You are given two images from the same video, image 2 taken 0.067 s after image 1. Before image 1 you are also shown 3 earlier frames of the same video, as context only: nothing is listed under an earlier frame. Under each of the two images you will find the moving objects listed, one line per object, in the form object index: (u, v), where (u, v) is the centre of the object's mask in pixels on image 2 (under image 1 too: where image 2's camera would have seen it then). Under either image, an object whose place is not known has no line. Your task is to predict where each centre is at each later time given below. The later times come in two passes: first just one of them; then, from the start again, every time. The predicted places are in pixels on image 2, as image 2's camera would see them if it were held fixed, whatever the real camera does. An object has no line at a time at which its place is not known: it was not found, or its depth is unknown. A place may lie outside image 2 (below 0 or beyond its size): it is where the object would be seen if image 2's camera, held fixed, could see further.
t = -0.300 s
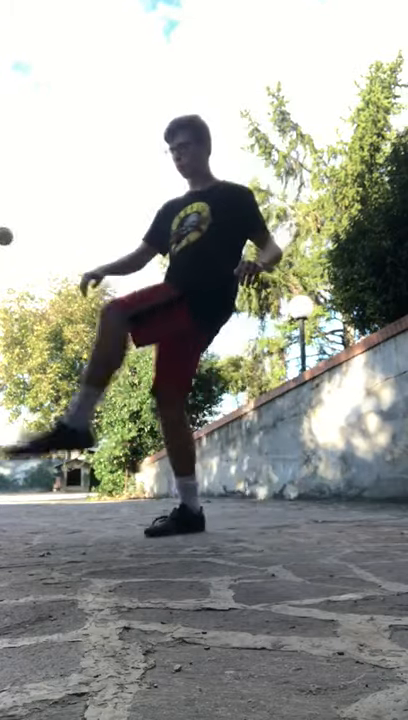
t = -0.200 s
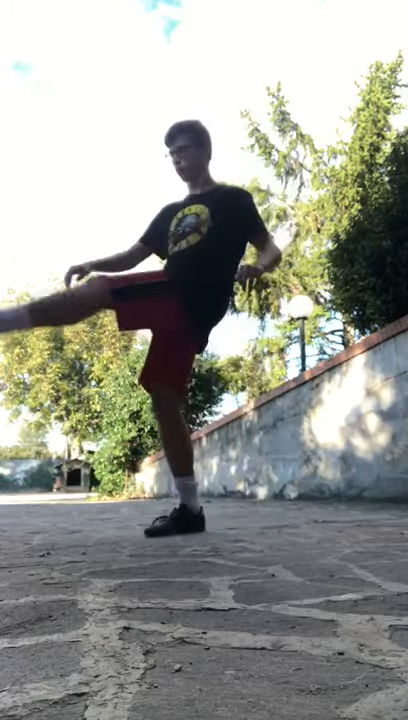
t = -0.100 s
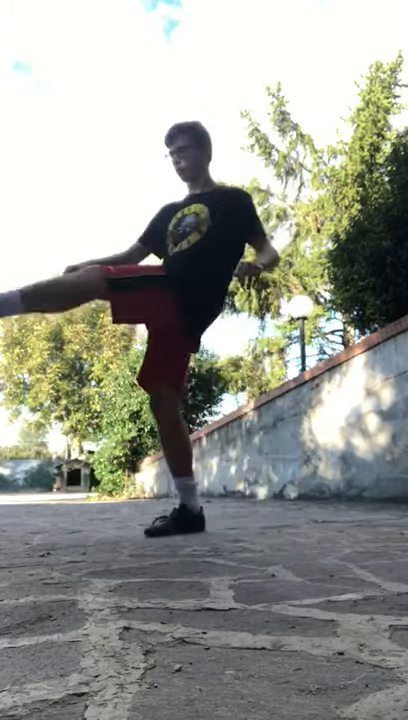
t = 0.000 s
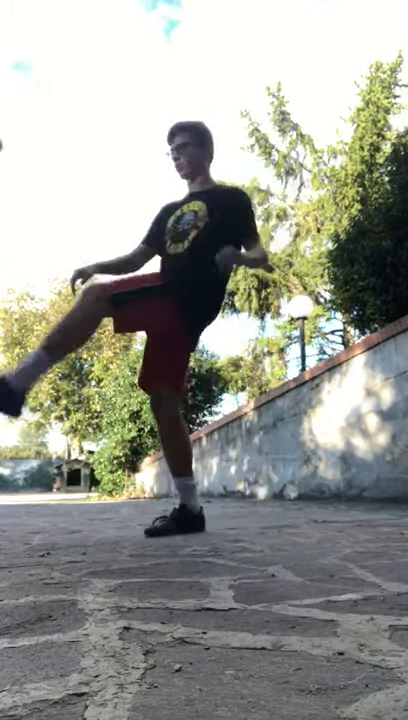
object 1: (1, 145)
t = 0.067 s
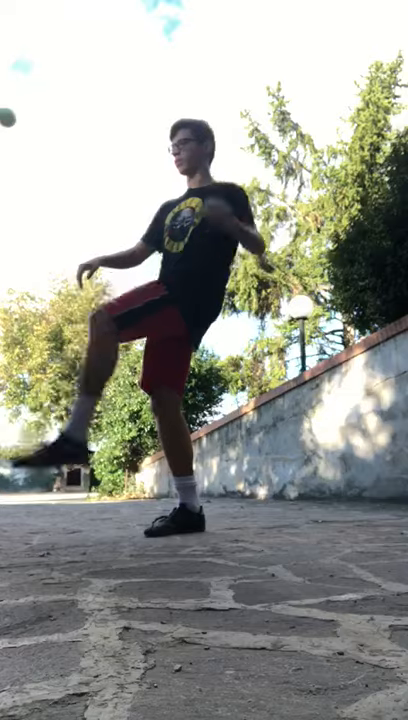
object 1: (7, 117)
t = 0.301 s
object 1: (43, 113)
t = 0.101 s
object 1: (12, 109)
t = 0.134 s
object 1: (18, 103)
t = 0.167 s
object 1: (23, 99)
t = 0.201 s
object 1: (28, 99)
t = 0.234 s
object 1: (34, 101)
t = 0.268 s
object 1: (38, 106)
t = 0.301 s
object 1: (43, 113)
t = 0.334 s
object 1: (48, 123)
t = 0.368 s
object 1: (52, 137)
